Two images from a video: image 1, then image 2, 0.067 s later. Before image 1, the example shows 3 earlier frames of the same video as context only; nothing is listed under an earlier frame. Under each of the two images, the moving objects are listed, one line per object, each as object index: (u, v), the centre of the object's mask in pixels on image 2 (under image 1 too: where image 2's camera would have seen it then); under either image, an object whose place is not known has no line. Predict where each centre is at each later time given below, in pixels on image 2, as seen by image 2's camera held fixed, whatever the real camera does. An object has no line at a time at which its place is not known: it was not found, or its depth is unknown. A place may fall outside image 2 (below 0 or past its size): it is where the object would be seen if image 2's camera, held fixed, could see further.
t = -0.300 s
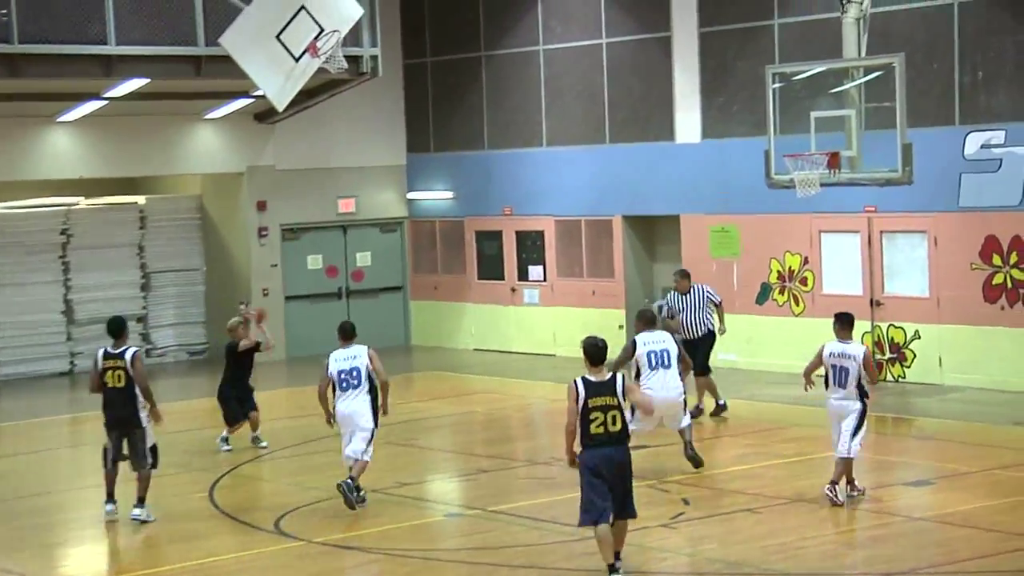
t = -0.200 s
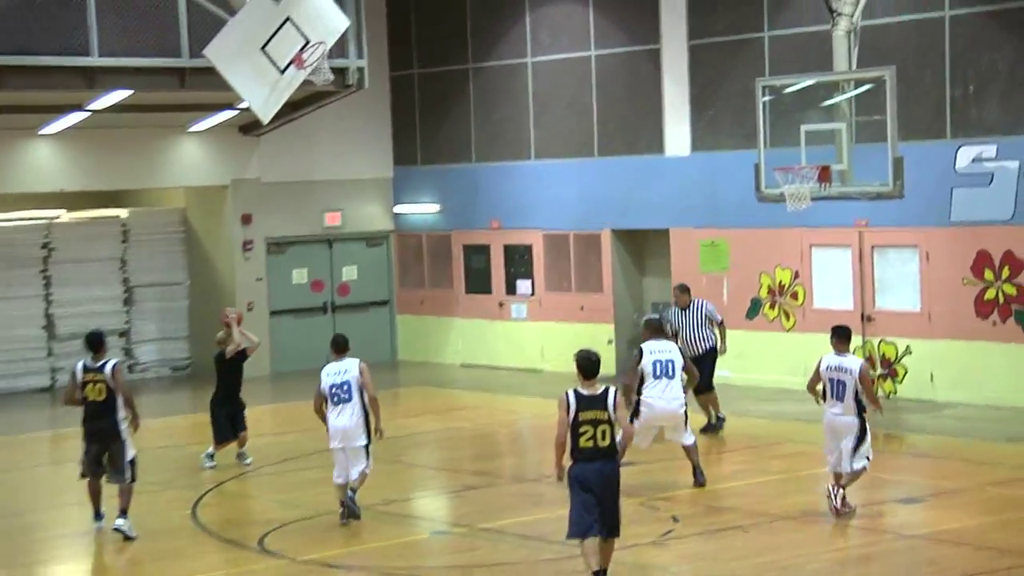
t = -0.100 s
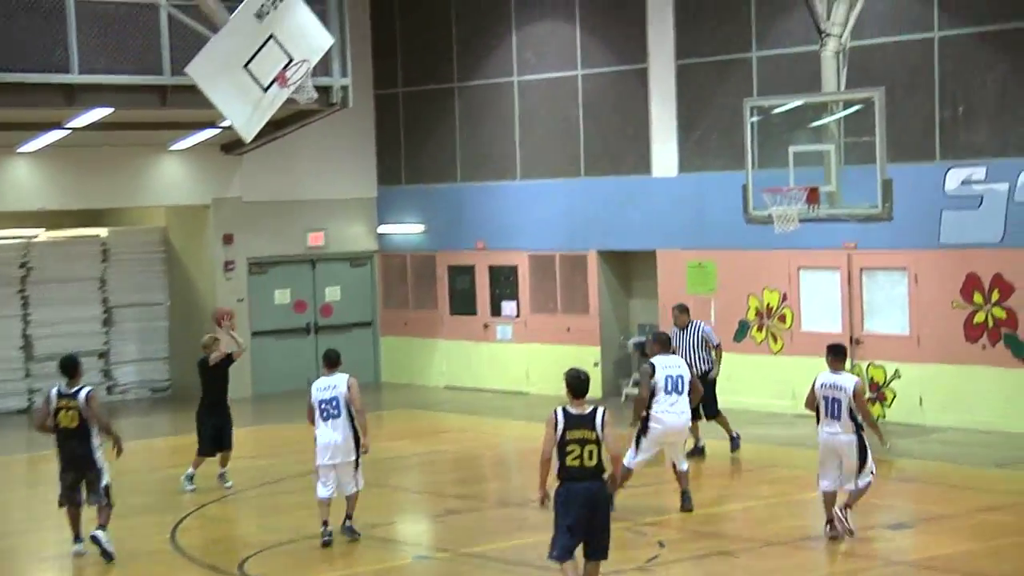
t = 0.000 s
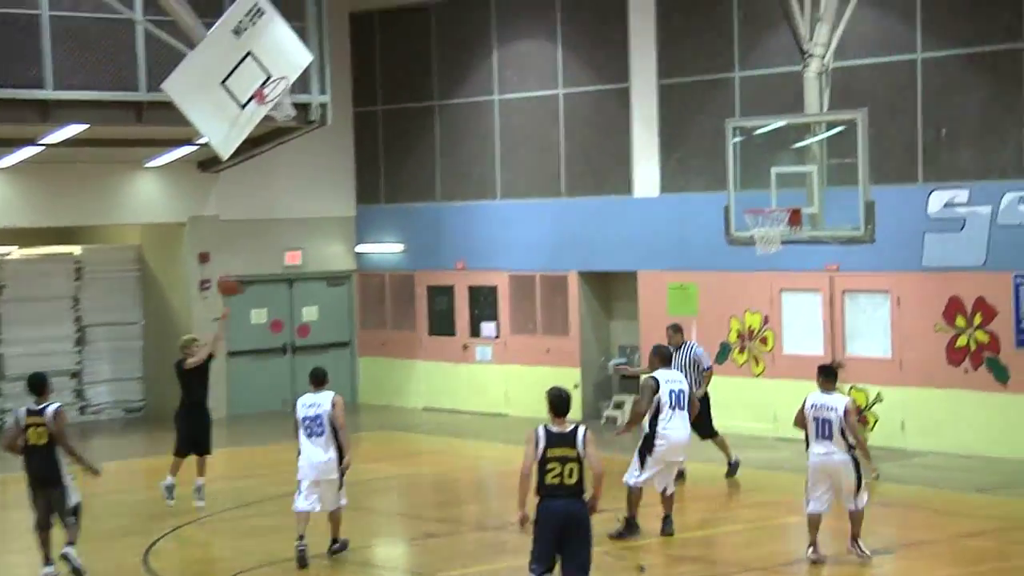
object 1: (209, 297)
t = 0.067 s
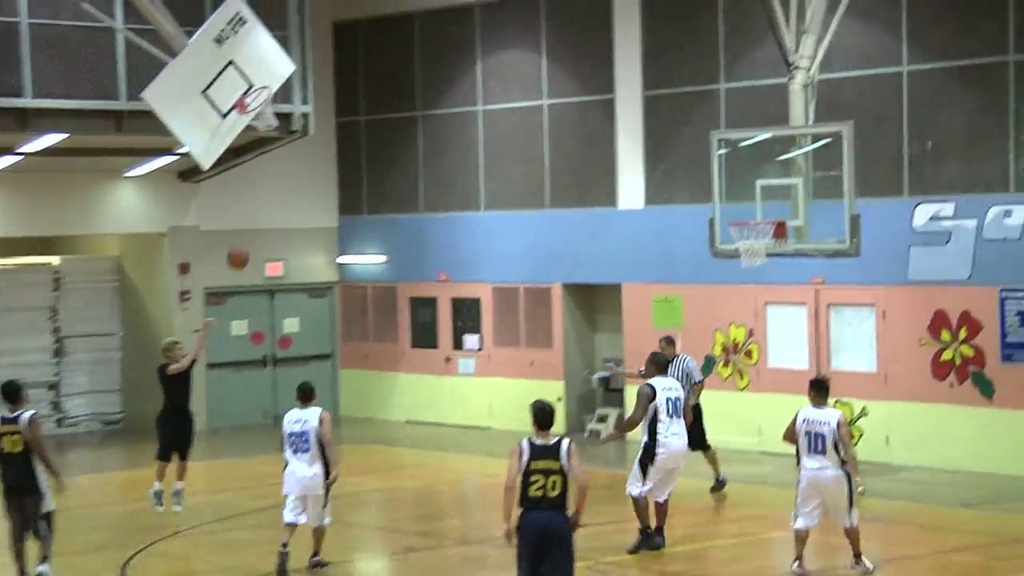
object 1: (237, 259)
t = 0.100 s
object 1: (252, 241)
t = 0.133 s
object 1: (267, 226)
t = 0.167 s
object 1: (281, 210)
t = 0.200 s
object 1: (295, 196)
